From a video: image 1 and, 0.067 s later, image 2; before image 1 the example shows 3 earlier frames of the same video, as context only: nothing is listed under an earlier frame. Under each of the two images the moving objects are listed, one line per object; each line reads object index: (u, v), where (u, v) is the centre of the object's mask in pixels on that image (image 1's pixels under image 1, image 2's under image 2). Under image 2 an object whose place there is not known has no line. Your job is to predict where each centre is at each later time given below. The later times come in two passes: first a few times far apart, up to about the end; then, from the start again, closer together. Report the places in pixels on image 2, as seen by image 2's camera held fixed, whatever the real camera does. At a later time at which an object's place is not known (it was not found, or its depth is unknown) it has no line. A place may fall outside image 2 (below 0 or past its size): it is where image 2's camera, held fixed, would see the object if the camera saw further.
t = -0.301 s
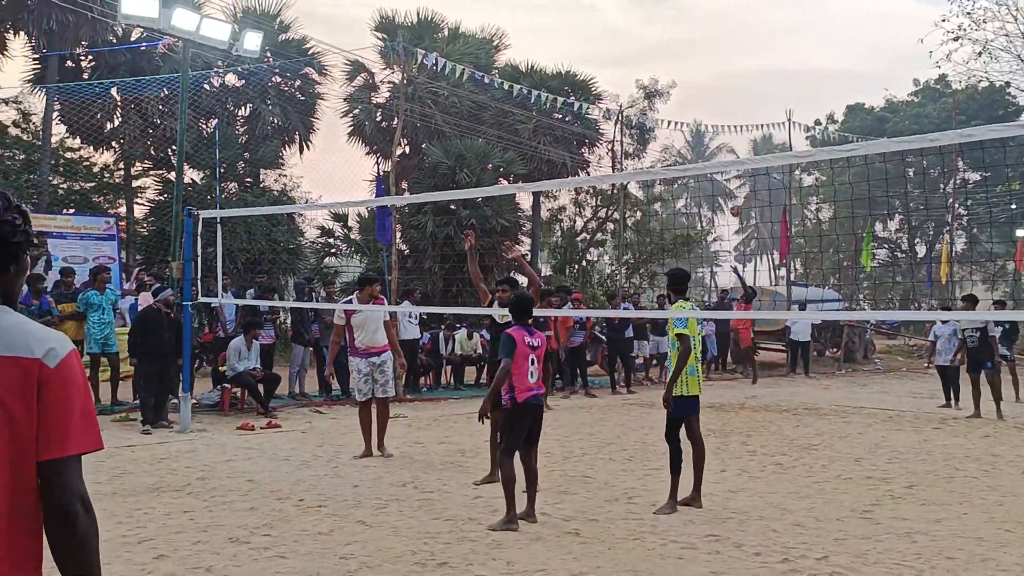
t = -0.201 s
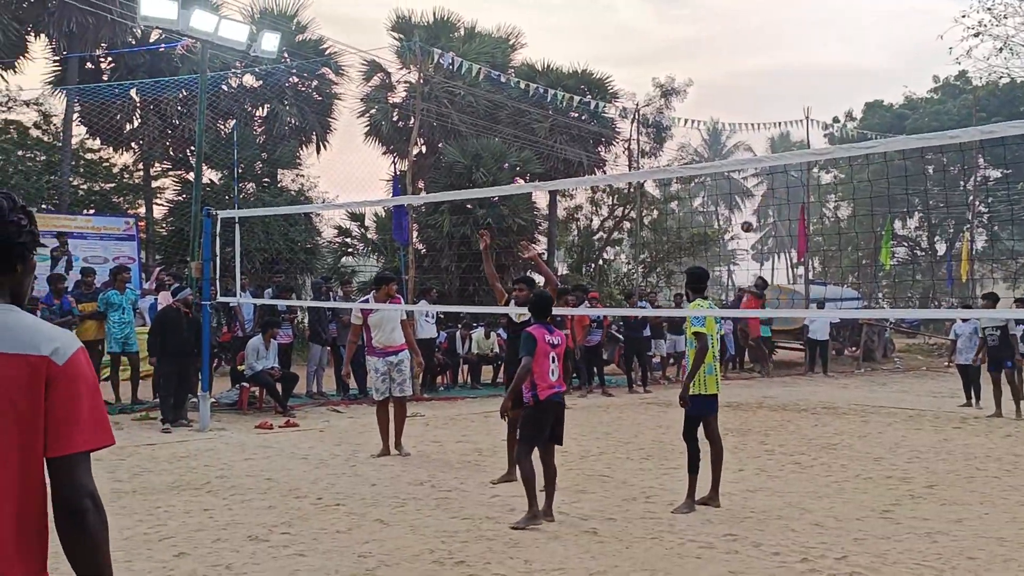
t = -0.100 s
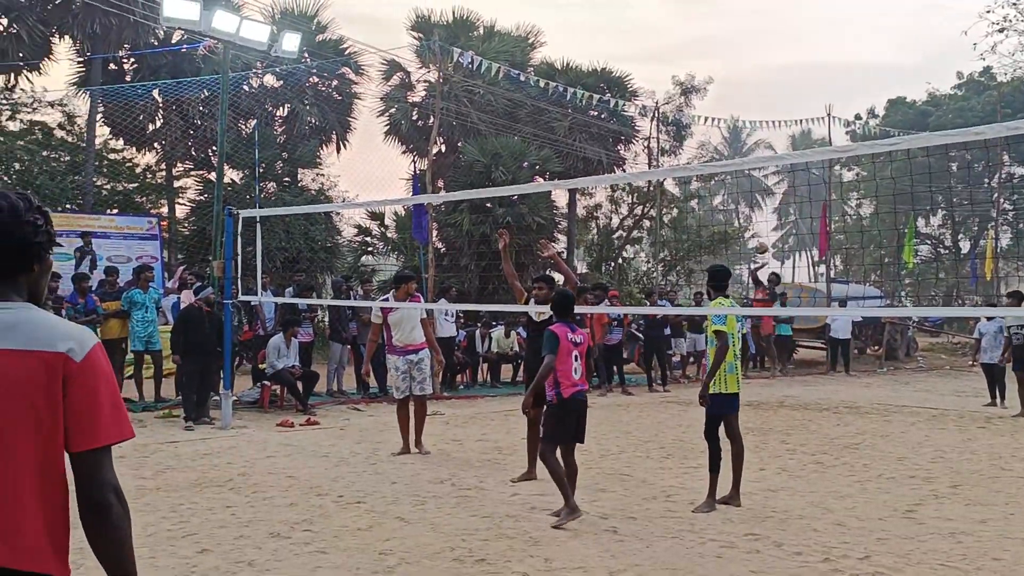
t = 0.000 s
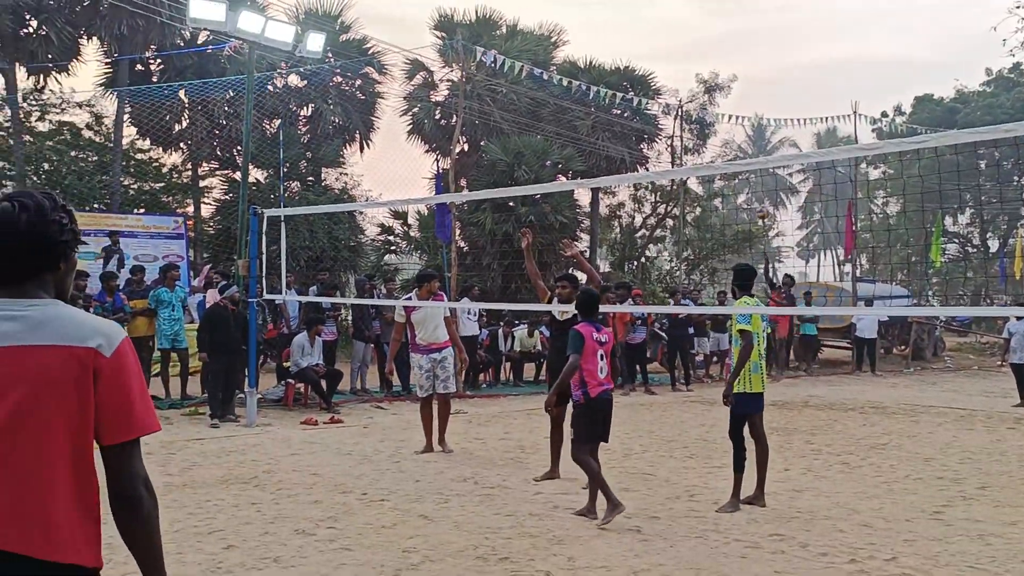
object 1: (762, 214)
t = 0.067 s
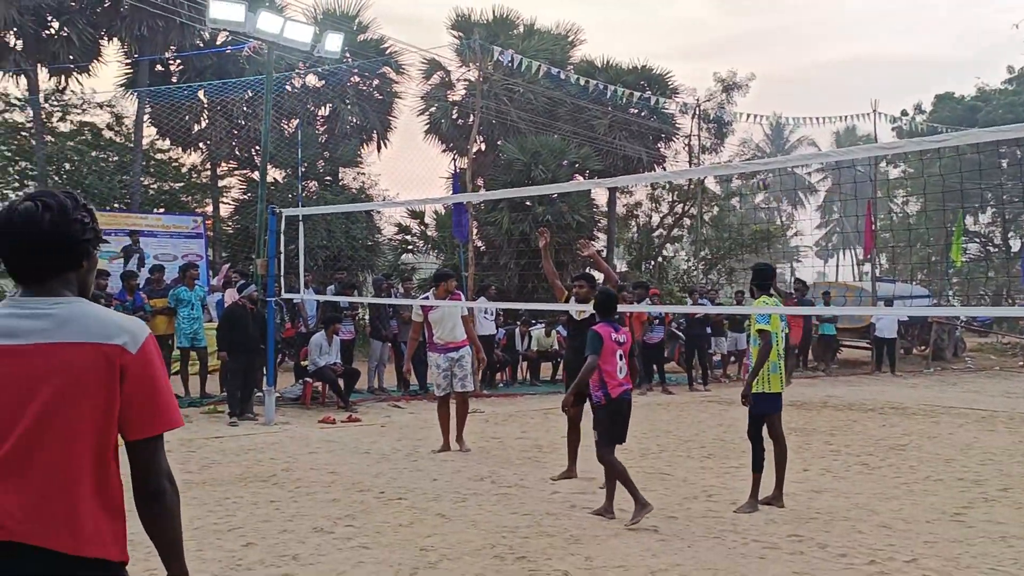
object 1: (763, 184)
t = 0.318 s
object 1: (684, 91)
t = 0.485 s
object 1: (616, 46)
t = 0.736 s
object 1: (475, 19)
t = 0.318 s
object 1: (684, 91)
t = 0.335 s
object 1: (678, 86)
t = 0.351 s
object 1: (672, 81)
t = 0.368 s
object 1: (666, 76)
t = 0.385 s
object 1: (660, 71)
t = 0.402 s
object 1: (652, 67)
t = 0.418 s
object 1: (646, 63)
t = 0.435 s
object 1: (638, 58)
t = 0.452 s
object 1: (631, 54)
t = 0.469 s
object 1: (624, 50)
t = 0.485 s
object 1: (616, 46)
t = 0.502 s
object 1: (608, 43)
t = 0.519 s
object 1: (600, 39)
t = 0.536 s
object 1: (592, 36)
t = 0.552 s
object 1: (584, 33)
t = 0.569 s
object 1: (576, 30)
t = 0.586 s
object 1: (567, 28)
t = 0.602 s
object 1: (559, 25)
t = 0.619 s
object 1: (549, 23)
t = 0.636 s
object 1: (539, 22)
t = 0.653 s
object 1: (529, 21)
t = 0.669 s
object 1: (518, 19)
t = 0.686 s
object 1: (509, 18)
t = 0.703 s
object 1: (498, 18)
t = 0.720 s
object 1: (487, 18)
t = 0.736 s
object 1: (475, 19)
